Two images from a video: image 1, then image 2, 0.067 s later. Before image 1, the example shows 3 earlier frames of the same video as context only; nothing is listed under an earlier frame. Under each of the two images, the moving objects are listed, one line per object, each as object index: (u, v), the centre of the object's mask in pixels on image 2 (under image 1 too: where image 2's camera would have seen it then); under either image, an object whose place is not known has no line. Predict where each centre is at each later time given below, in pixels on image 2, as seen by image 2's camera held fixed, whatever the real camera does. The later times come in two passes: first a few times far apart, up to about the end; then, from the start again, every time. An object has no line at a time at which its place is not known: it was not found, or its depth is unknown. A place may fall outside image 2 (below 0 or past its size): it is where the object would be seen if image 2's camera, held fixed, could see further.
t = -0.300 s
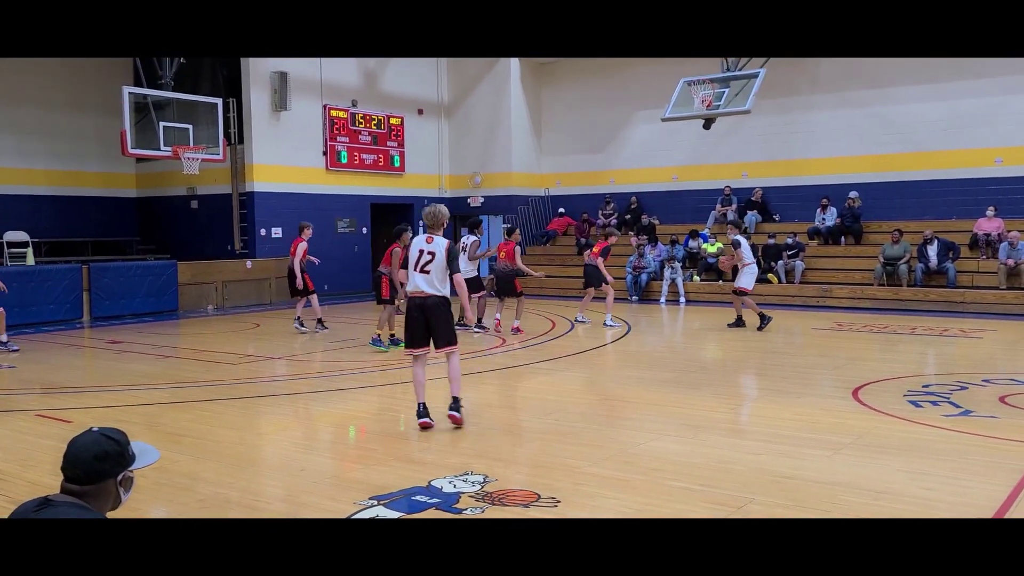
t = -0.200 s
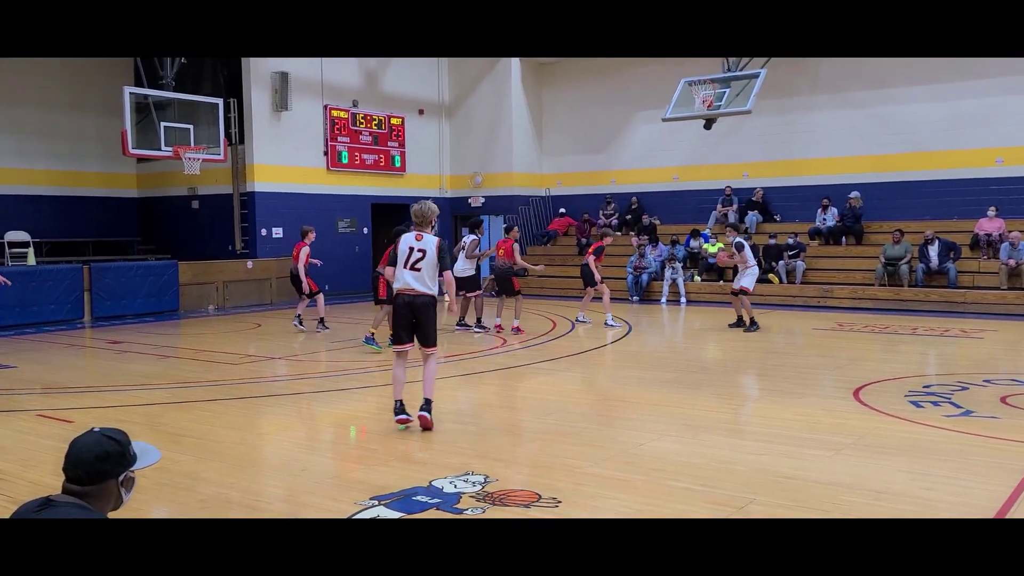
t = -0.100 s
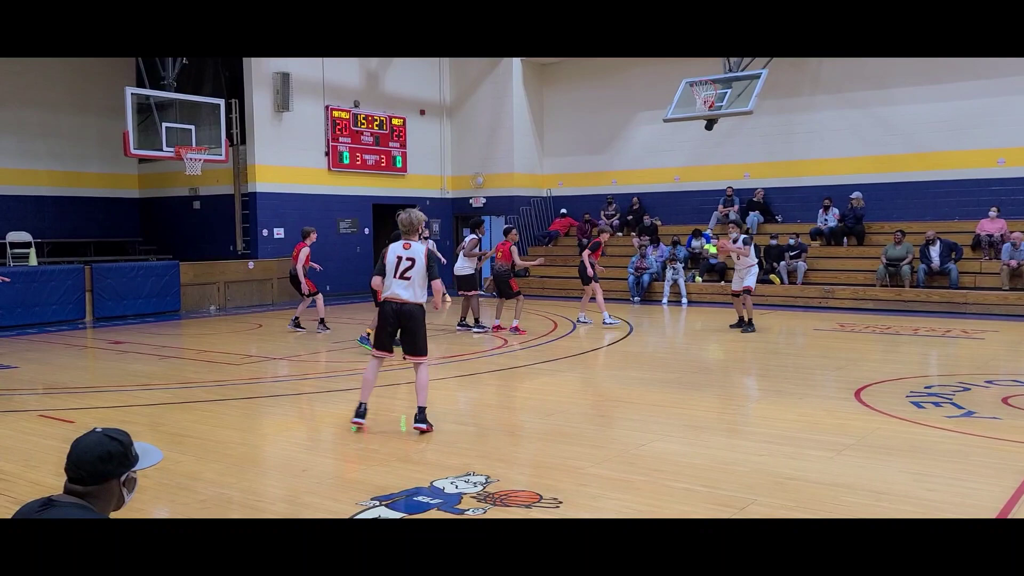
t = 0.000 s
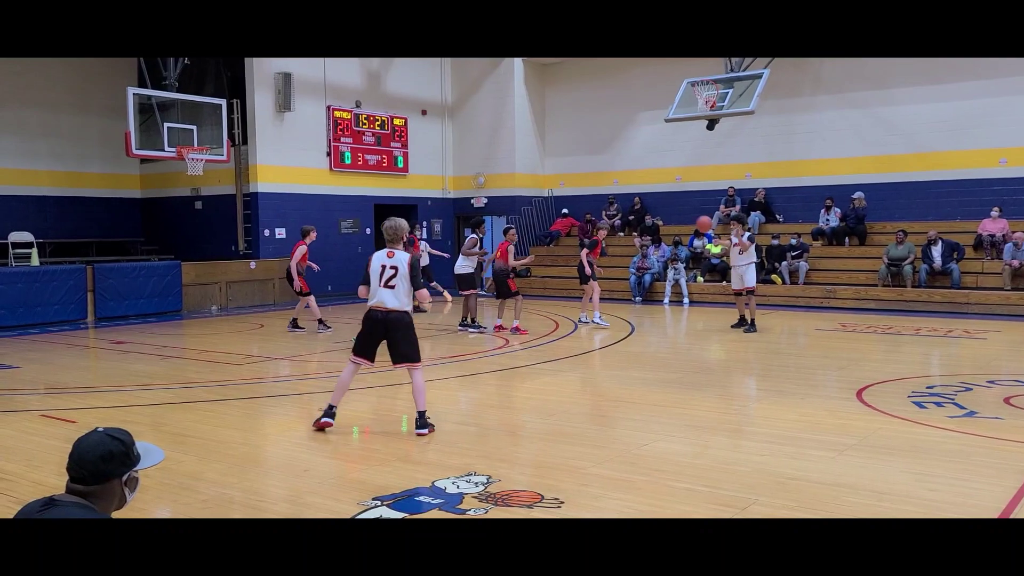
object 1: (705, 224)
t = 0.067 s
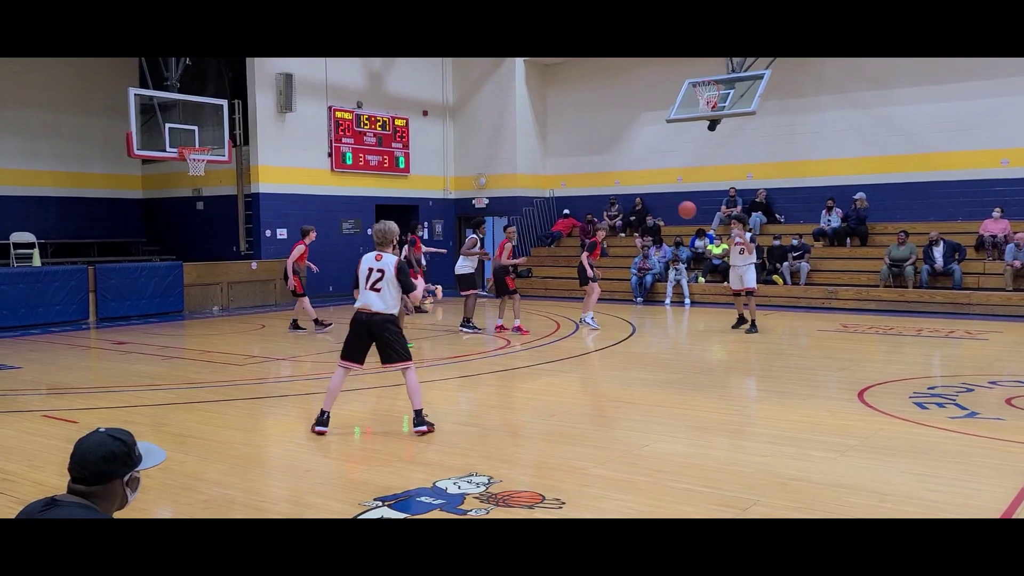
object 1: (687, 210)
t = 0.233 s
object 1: (633, 180)
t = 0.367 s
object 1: (583, 167)
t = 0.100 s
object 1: (677, 203)
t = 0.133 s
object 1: (667, 197)
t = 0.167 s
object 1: (656, 191)
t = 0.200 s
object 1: (645, 186)
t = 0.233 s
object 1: (633, 180)
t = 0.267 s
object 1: (622, 176)
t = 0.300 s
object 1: (609, 172)
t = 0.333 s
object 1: (596, 169)
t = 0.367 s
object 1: (583, 167)
